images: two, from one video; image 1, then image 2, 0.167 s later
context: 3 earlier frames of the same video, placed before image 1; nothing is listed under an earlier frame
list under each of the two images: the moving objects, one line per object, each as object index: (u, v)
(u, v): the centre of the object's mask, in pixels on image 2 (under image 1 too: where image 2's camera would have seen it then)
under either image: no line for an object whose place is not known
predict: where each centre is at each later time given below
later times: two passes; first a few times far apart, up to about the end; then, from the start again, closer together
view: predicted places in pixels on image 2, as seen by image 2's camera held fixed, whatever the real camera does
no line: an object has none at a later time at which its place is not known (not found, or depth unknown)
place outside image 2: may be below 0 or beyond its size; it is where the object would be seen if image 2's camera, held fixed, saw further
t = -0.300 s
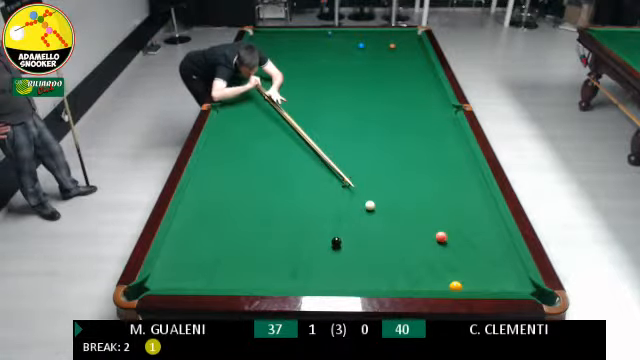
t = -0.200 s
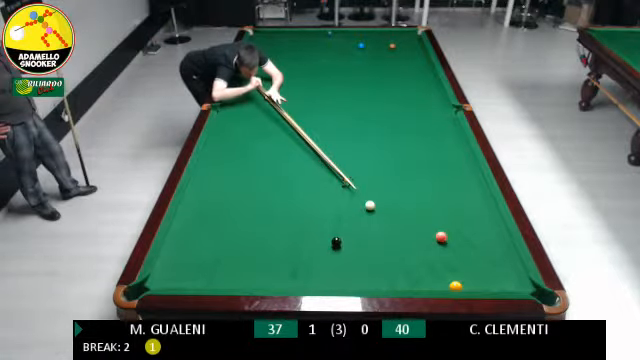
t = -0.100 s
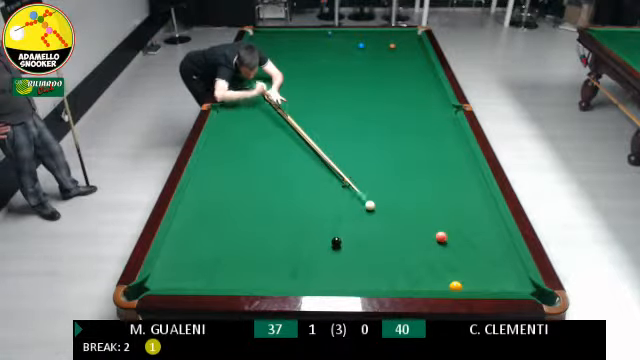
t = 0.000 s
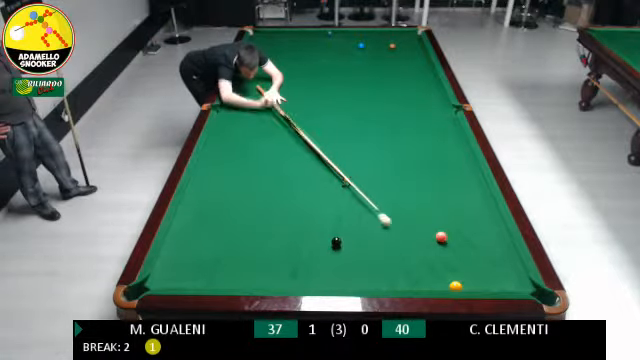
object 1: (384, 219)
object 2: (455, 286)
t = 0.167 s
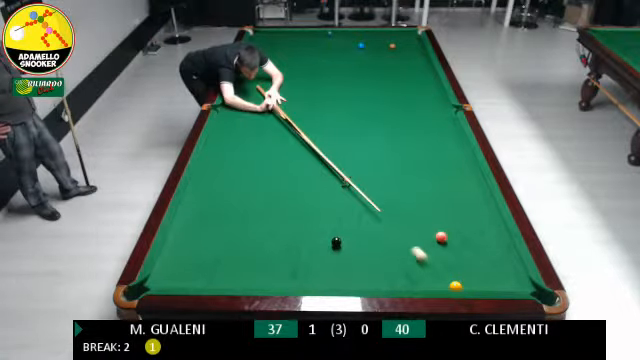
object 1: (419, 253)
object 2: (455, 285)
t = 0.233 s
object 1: (434, 269)
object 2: (455, 285)
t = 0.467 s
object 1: (440, 280)
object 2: (468, 265)
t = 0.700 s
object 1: (440, 273)
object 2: (478, 243)
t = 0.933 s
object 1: (439, 266)
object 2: (488, 224)
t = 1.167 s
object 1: (438, 261)
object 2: (491, 208)
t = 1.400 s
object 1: (438, 256)
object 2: (474, 194)
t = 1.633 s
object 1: (437, 252)
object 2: (462, 181)
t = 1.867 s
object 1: (437, 249)
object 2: (449, 170)
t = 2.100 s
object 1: (436, 247)
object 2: (437, 160)
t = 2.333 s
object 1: (436, 247)
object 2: (427, 151)
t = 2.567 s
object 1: (436, 247)
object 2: (418, 143)
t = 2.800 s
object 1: (436, 247)
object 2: (410, 136)
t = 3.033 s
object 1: (436, 247)
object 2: (404, 130)
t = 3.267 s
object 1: (436, 247)
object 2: (397, 123)
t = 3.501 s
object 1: (436, 247)
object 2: (391, 118)
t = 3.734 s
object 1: (436, 247)
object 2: (385, 113)
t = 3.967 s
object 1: (436, 246)
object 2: (381, 109)
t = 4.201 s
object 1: (436, 247)
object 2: (376, 105)
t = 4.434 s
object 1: (436, 246)
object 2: (372, 102)
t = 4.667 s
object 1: (436, 247)
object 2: (369, 100)
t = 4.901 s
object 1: (436, 247)
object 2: (365, 96)
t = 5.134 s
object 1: (436, 247)
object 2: (362, 94)
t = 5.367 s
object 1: (436, 247)
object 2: (359, 92)
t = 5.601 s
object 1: (436, 247)
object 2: (357, 91)
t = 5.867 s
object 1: (436, 247)
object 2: (355, 90)
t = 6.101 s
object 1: (436, 247)
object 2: (354, 89)
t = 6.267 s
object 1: (436, 247)
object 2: (353, 88)
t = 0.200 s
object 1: (426, 261)
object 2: (455, 285)
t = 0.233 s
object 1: (434, 269)
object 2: (455, 285)
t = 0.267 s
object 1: (442, 276)
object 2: (455, 286)
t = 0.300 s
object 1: (444, 281)
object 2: (458, 283)
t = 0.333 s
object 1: (442, 283)
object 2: (460, 280)
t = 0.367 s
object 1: (442, 284)
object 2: (462, 275)
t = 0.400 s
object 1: (441, 283)
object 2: (464, 271)
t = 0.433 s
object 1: (440, 282)
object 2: (466, 268)
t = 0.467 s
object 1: (440, 280)
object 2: (468, 265)
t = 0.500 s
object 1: (440, 279)
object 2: (469, 261)
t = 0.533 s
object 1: (440, 278)
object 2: (471, 258)
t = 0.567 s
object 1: (440, 277)
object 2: (473, 255)
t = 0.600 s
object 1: (440, 276)
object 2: (473, 252)
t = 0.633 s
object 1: (440, 275)
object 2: (475, 249)
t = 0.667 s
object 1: (439, 274)
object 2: (477, 246)
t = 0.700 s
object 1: (440, 273)
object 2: (478, 243)
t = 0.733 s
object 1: (440, 272)
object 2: (480, 240)
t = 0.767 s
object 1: (439, 271)
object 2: (481, 237)
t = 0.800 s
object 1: (439, 270)
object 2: (483, 235)
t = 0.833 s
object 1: (439, 269)
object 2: (484, 232)
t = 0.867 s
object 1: (439, 268)
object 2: (485, 230)
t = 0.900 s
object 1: (439, 267)
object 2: (487, 227)
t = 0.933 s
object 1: (439, 266)
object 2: (488, 224)
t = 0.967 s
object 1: (439, 265)
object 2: (489, 222)
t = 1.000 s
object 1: (439, 264)
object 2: (490, 219)
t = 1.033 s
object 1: (439, 263)
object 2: (492, 217)
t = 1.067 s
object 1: (438, 263)
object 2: (493, 214)
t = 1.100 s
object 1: (438, 262)
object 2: (494, 212)
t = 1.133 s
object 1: (438, 261)
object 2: (493, 210)
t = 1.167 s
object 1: (438, 261)
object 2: (491, 208)
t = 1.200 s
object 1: (438, 260)
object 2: (489, 206)
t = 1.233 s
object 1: (438, 259)
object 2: (486, 204)
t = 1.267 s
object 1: (438, 258)
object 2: (484, 201)
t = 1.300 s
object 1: (438, 258)
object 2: (482, 200)
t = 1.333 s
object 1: (438, 257)
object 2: (479, 198)
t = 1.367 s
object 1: (438, 257)
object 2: (478, 195)
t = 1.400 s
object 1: (438, 256)
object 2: (474, 194)
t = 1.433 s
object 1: (438, 255)
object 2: (473, 192)
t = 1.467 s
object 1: (437, 254)
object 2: (471, 189)
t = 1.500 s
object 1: (437, 254)
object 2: (469, 188)
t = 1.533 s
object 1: (437, 253)
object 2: (467, 186)
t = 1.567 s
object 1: (437, 253)
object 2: (464, 185)
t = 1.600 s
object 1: (437, 253)
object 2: (463, 183)
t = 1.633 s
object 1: (437, 252)
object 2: (462, 181)
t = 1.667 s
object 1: (437, 251)
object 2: (459, 179)
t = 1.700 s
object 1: (437, 251)
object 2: (457, 178)
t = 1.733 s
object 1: (437, 251)
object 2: (455, 176)
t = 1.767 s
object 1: (437, 250)
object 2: (453, 175)
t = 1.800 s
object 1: (437, 250)
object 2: (452, 173)
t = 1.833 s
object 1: (437, 250)
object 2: (450, 172)
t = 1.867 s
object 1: (437, 249)
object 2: (449, 170)
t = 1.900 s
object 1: (437, 249)
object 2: (448, 169)
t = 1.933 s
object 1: (436, 249)
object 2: (445, 167)
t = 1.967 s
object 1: (436, 248)
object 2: (443, 165)
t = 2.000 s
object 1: (436, 248)
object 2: (442, 164)
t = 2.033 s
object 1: (436, 248)
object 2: (440, 163)
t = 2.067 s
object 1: (436, 248)
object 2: (439, 161)
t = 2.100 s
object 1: (436, 247)
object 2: (437, 160)
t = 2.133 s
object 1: (436, 247)
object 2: (436, 159)
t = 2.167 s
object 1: (436, 247)
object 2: (434, 157)
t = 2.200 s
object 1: (436, 247)
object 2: (433, 156)
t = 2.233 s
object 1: (436, 247)
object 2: (431, 155)
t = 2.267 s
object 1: (436, 247)
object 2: (430, 154)
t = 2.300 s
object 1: (436, 247)
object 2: (429, 152)
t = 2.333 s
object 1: (436, 247)
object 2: (427, 151)
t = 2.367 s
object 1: (436, 247)
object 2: (426, 150)
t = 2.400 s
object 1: (436, 247)
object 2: (425, 149)
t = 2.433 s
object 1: (436, 247)
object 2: (423, 148)
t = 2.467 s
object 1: (436, 247)
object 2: (422, 146)
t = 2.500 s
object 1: (436, 247)
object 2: (421, 145)
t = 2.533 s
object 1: (436, 247)
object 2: (419, 144)
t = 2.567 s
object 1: (436, 247)
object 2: (418, 143)
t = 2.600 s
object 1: (436, 247)
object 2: (417, 142)
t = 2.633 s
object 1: (436, 247)
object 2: (416, 141)
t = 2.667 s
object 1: (436, 247)
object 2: (415, 140)
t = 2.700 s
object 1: (436, 247)
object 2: (413, 139)
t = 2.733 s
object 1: (436, 247)
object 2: (412, 138)
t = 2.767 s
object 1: (436, 247)
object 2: (411, 137)
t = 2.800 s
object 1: (436, 247)
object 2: (410, 136)
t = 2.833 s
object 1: (436, 247)
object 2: (409, 135)
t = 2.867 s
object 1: (436, 247)
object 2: (408, 134)
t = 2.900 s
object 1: (436, 247)
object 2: (407, 133)
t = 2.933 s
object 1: (436, 247)
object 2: (406, 132)
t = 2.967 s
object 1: (436, 247)
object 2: (405, 132)
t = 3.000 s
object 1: (436, 247)
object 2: (404, 130)
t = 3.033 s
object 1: (436, 247)
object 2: (404, 130)
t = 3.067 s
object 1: (436, 247)
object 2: (402, 128)
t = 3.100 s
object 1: (436, 247)
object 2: (401, 127)
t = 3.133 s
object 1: (436, 247)
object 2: (400, 127)
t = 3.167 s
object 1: (436, 247)
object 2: (399, 126)
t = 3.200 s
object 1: (436, 247)
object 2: (398, 125)
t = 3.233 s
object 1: (436, 247)
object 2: (397, 124)
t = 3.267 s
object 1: (436, 247)
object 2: (397, 123)
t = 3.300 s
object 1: (436, 247)
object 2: (396, 123)
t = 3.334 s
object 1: (436, 247)
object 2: (395, 122)
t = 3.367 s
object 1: (436, 247)
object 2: (394, 121)
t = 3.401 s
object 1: (436, 247)
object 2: (393, 120)
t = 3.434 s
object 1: (436, 247)
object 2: (393, 119)
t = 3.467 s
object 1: (436, 247)
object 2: (391, 119)
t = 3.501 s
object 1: (436, 247)
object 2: (391, 118)
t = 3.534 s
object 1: (436, 247)
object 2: (390, 117)
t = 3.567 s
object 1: (436, 247)
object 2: (389, 117)
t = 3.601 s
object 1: (436, 247)
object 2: (388, 116)
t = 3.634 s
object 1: (436, 247)
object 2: (388, 115)
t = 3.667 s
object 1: (436, 247)
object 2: (387, 114)
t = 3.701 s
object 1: (436, 247)
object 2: (387, 114)
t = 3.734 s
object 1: (436, 247)
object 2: (385, 113)
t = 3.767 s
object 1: (436, 247)
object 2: (385, 113)
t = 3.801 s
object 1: (436, 247)
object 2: (384, 112)
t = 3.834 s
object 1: (436, 247)
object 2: (384, 111)
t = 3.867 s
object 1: (436, 247)
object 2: (382, 111)
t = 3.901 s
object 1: (436, 247)
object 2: (382, 110)
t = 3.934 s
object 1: (436, 247)
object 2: (381, 109)
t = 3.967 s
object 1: (436, 246)
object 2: (381, 109)
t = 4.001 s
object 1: (436, 247)
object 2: (380, 109)
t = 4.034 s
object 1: (436, 246)
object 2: (379, 108)
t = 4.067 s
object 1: (436, 247)
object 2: (379, 107)
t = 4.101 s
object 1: (436, 246)
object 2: (378, 107)
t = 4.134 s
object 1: (436, 246)
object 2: (377, 106)
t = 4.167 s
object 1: (436, 246)
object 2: (377, 106)
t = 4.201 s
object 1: (436, 247)
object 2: (376, 105)
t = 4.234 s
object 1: (436, 246)
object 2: (375, 105)
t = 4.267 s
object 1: (436, 247)
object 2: (375, 104)
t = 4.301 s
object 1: (436, 247)
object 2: (375, 104)
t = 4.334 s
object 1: (436, 247)
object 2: (374, 103)
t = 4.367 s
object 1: (436, 246)
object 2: (373, 103)
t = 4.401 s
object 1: (436, 246)
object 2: (373, 102)
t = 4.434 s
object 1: (436, 246)
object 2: (372, 102)
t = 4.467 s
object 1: (436, 247)
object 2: (372, 102)
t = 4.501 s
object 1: (436, 247)
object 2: (371, 101)
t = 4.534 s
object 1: (436, 247)
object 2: (370, 101)
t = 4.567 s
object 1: (436, 247)
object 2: (370, 100)
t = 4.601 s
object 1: (436, 247)
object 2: (370, 100)
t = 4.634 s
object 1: (436, 246)
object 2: (369, 100)
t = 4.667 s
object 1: (436, 247)
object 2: (369, 100)
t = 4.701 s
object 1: (436, 247)
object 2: (368, 99)
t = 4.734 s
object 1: (436, 247)
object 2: (368, 98)
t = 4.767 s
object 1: (436, 247)
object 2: (367, 98)
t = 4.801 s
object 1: (437, 247)
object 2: (367, 98)
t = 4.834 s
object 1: (436, 247)
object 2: (366, 97)
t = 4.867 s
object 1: (436, 247)
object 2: (366, 97)
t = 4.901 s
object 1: (436, 247)
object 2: (365, 96)
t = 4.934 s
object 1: (437, 247)
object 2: (365, 96)
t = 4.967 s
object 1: (436, 247)
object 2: (364, 95)
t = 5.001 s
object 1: (436, 247)
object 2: (364, 95)
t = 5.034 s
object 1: (436, 247)
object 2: (363, 95)
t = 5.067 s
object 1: (436, 247)
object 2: (363, 95)
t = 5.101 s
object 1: (436, 247)
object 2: (363, 94)
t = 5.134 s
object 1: (436, 247)
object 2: (362, 94)
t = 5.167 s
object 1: (436, 247)
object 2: (362, 94)
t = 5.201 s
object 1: (436, 247)
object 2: (362, 94)
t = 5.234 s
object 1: (436, 247)
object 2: (361, 93)
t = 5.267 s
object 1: (436, 247)
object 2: (361, 93)
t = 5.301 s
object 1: (436, 247)
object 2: (360, 93)
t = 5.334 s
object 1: (436, 247)
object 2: (360, 93)
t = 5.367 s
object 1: (436, 247)
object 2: (359, 92)
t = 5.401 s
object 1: (436, 247)
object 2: (359, 92)
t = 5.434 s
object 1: (436, 247)
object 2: (359, 92)
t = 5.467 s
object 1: (436, 247)
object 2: (359, 92)
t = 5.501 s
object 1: (436, 247)
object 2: (359, 92)
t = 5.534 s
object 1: (436, 247)
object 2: (358, 91)
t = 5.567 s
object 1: (436, 247)
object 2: (358, 91)
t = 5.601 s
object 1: (436, 247)
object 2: (357, 91)
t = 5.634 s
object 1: (436, 247)
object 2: (358, 91)
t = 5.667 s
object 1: (436, 247)
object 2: (357, 90)
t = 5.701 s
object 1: (436, 247)
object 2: (357, 90)
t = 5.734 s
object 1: (436, 247)
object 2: (356, 90)
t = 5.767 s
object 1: (436, 247)
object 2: (356, 90)
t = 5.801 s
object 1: (436, 247)
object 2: (356, 90)
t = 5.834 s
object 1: (436, 247)
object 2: (356, 90)
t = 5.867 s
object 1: (436, 247)
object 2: (355, 90)
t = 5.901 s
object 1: (436, 247)
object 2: (355, 89)
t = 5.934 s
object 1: (436, 247)
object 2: (355, 89)
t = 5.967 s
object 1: (436, 247)
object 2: (355, 89)
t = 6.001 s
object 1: (436, 247)
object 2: (355, 89)
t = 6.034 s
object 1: (436, 247)
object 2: (355, 89)
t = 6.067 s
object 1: (436, 247)
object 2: (354, 89)
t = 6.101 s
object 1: (436, 247)
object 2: (354, 89)
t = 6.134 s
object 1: (436, 247)
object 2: (354, 88)
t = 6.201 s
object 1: (436, 247)
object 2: (353, 88)
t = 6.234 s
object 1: (436, 247)
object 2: (353, 88)
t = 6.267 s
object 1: (436, 247)
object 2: (353, 88)
